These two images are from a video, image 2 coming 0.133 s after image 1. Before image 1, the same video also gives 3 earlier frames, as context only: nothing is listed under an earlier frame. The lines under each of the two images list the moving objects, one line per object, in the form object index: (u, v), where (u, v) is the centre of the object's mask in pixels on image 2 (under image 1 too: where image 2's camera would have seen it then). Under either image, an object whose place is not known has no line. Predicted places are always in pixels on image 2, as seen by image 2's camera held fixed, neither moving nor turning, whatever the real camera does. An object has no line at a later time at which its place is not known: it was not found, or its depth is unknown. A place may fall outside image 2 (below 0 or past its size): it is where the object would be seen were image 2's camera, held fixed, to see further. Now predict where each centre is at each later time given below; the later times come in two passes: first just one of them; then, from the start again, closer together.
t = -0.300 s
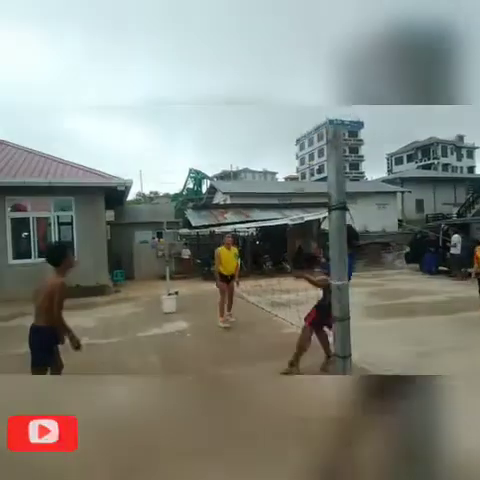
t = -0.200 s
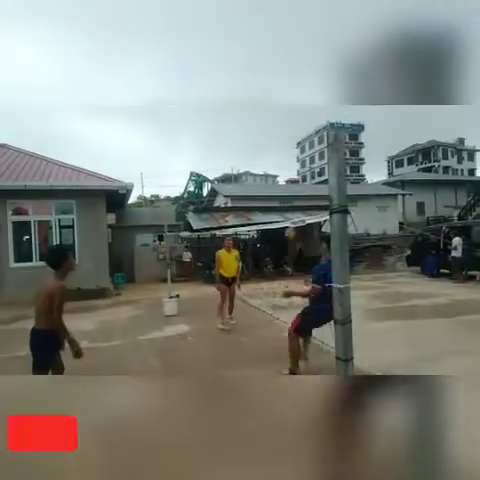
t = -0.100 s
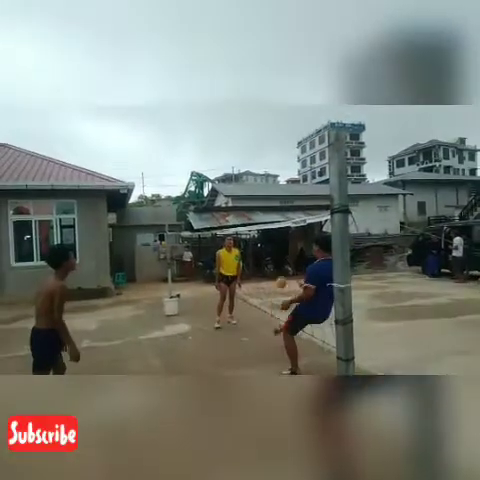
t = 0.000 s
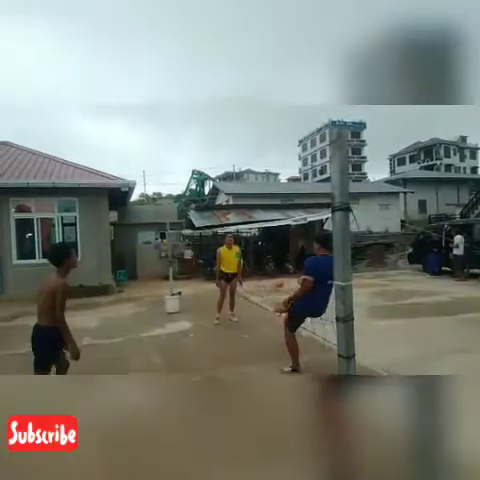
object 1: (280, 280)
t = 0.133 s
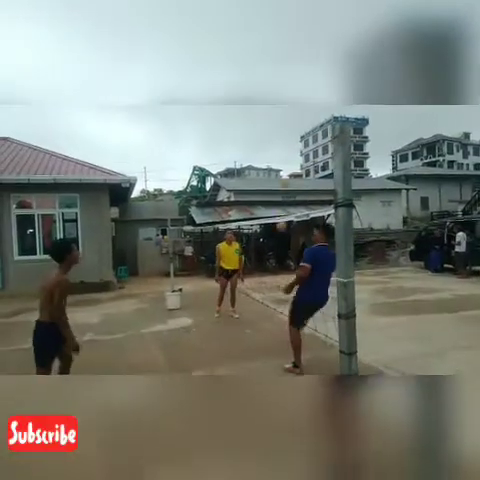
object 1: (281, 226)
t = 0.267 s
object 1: (284, 182)
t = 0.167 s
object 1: (283, 212)
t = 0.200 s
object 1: (283, 203)
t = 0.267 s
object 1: (284, 182)
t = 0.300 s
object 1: (286, 172)
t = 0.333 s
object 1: (286, 164)
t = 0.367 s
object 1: (287, 157)
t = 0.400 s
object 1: (288, 150)
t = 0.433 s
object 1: (289, 144)
